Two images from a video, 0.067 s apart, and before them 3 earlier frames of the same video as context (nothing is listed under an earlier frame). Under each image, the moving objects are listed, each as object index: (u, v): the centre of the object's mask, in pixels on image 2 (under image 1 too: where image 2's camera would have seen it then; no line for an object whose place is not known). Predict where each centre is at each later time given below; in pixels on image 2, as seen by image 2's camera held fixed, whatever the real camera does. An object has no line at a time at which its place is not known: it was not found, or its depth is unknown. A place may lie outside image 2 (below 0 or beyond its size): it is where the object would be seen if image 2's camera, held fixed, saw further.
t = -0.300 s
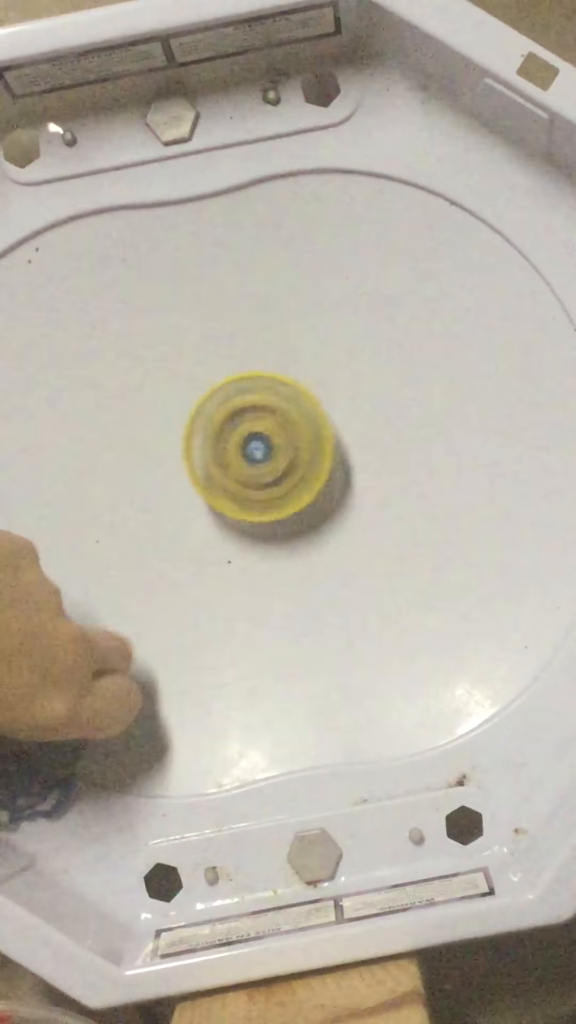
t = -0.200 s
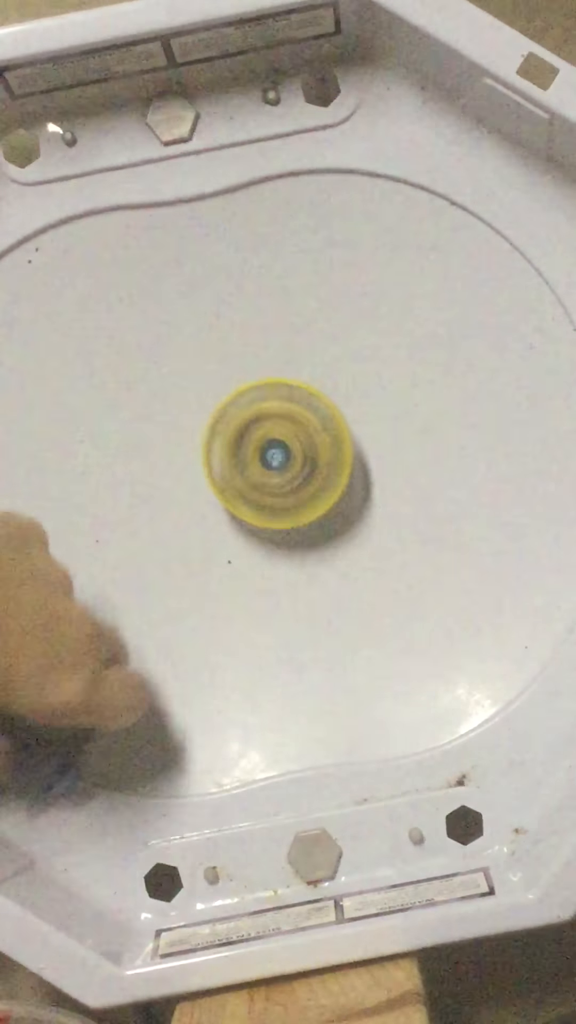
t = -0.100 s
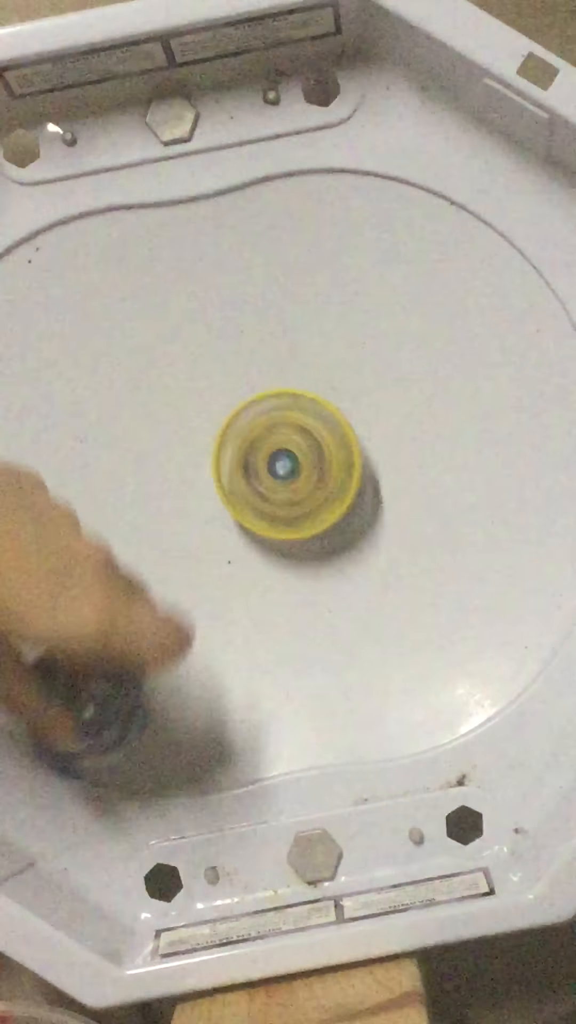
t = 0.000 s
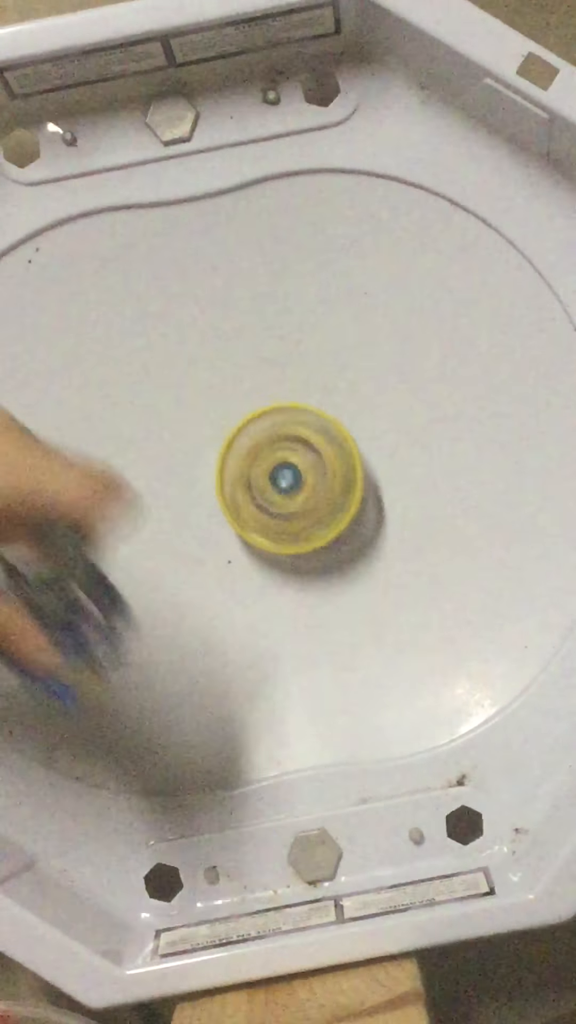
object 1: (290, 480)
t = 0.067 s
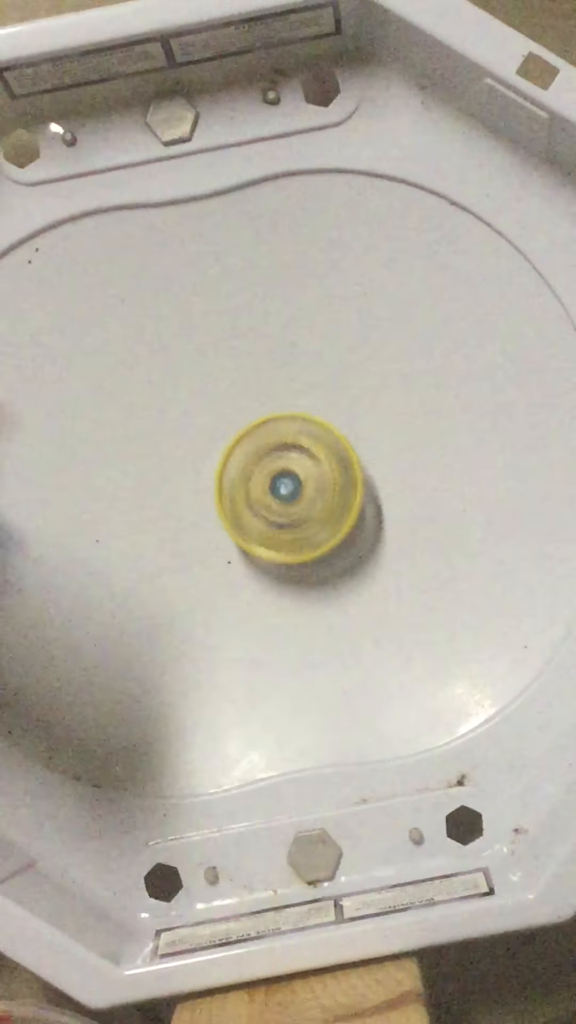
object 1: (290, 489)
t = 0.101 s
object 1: (288, 494)
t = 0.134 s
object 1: (286, 500)
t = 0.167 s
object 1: (284, 504)
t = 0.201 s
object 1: (283, 510)
